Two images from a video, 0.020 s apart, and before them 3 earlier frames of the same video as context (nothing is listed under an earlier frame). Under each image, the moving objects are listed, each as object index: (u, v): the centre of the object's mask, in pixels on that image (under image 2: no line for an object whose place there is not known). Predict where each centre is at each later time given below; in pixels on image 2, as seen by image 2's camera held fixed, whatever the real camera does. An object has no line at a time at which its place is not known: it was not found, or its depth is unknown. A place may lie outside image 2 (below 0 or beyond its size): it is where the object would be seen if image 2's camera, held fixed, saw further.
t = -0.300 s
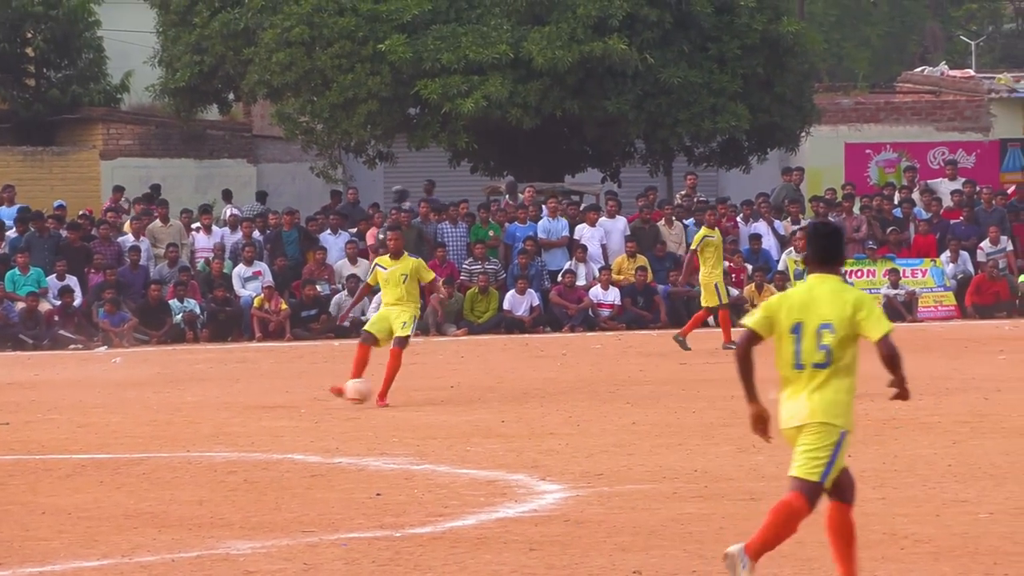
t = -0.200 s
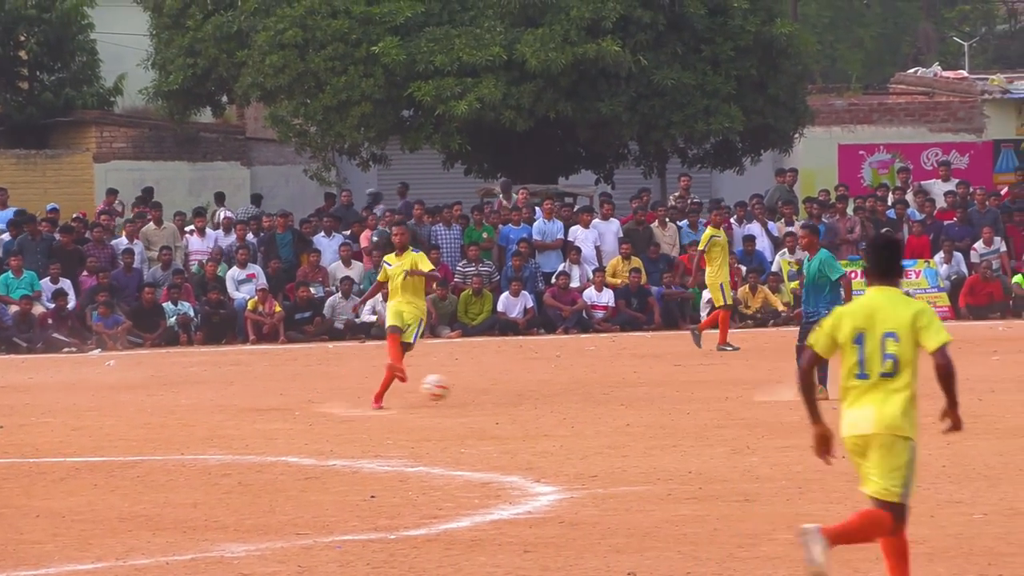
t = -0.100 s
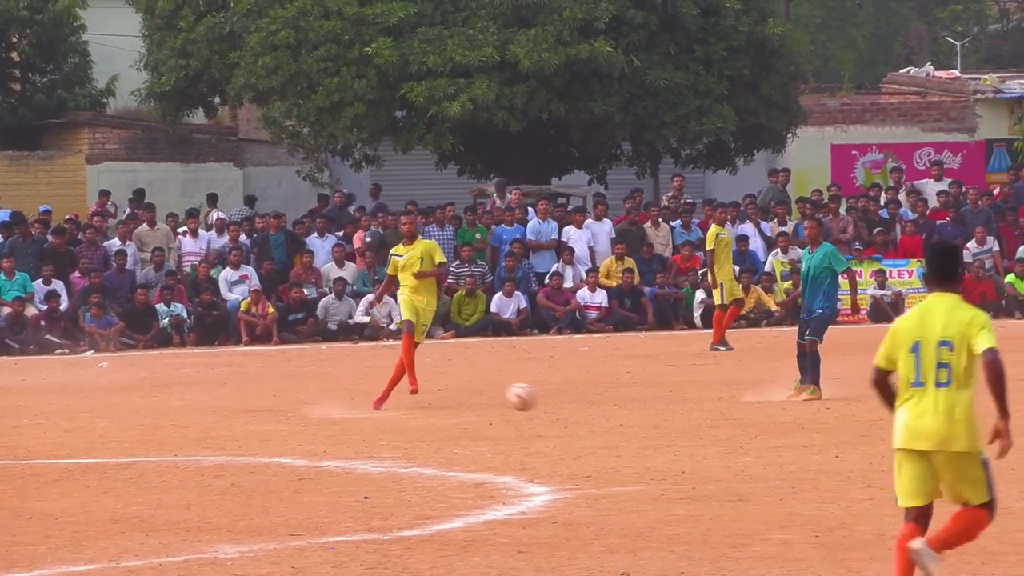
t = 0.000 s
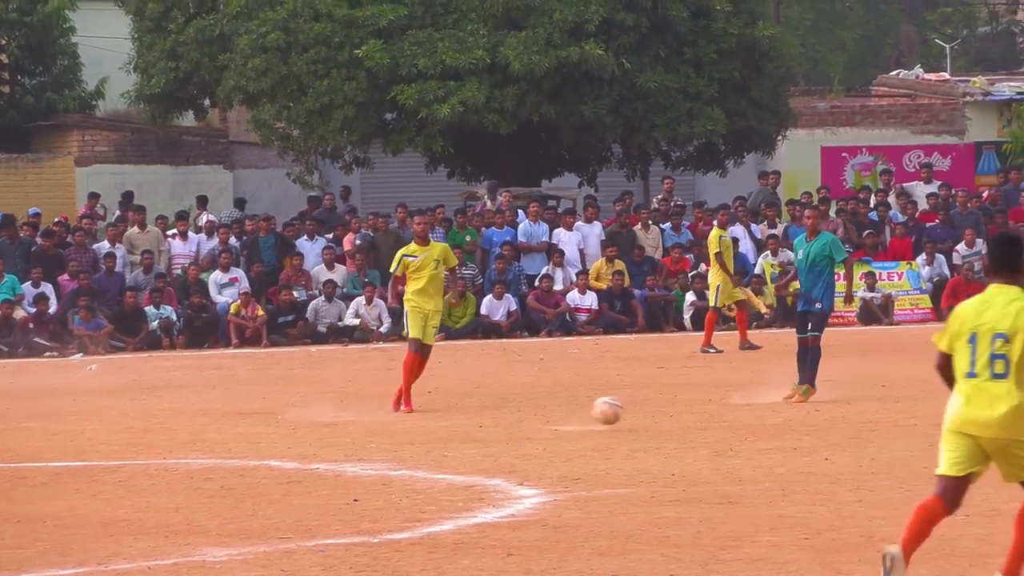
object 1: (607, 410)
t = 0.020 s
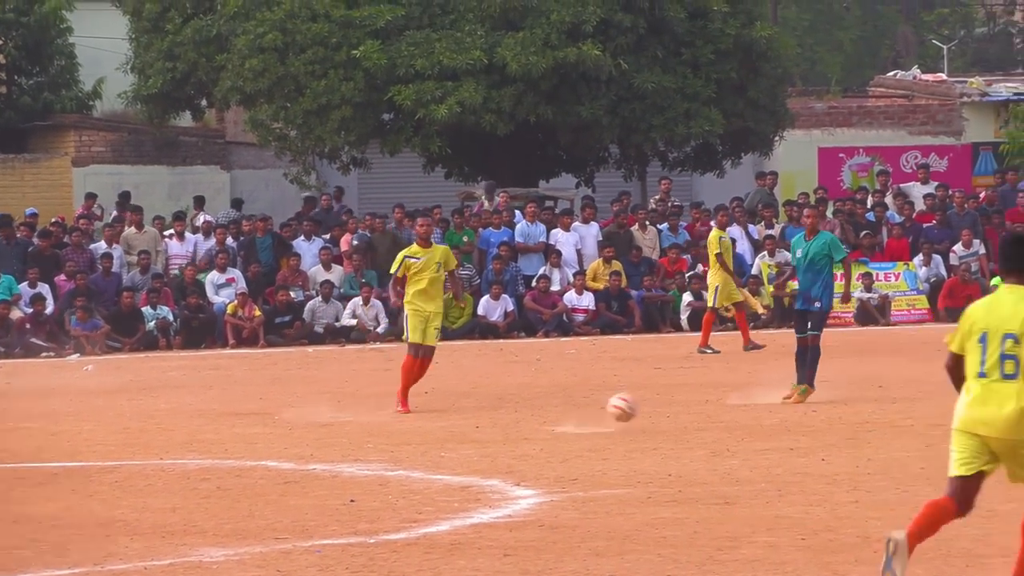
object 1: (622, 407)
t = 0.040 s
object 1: (638, 404)
